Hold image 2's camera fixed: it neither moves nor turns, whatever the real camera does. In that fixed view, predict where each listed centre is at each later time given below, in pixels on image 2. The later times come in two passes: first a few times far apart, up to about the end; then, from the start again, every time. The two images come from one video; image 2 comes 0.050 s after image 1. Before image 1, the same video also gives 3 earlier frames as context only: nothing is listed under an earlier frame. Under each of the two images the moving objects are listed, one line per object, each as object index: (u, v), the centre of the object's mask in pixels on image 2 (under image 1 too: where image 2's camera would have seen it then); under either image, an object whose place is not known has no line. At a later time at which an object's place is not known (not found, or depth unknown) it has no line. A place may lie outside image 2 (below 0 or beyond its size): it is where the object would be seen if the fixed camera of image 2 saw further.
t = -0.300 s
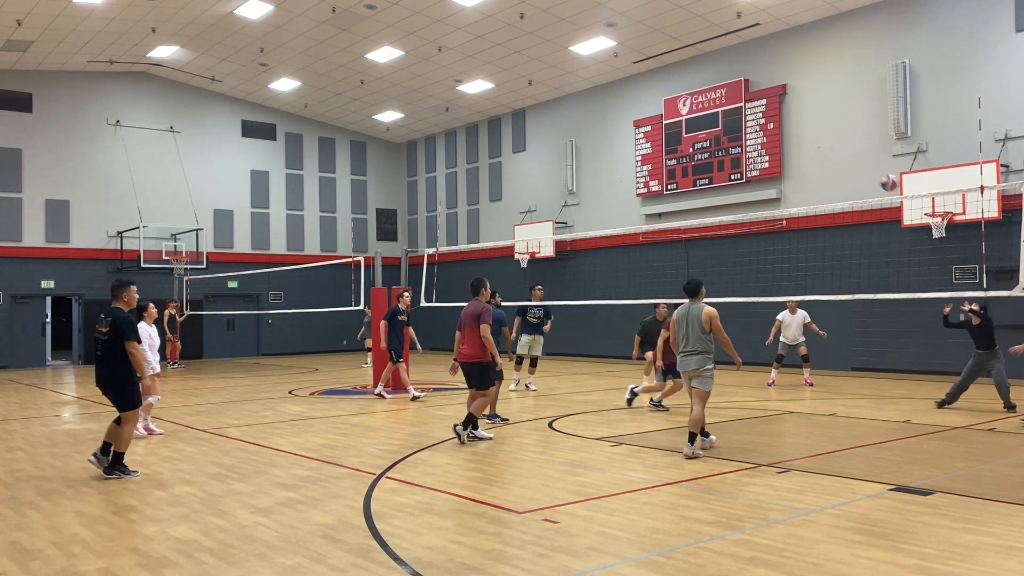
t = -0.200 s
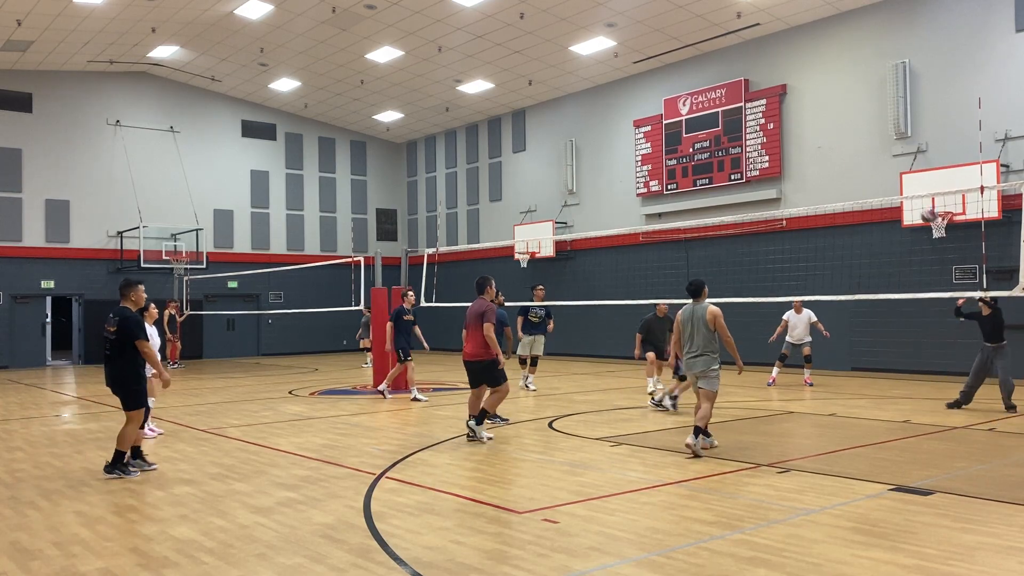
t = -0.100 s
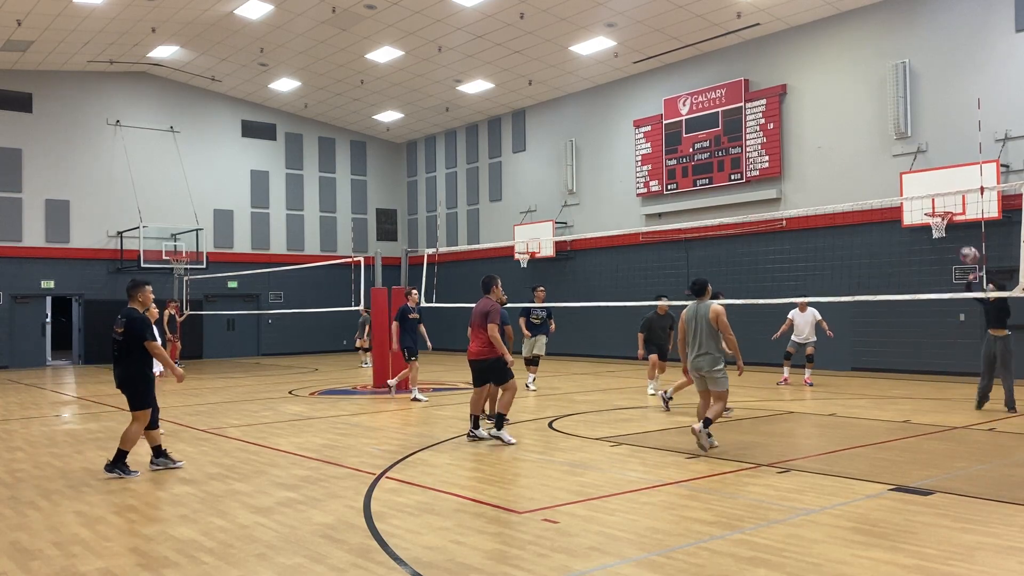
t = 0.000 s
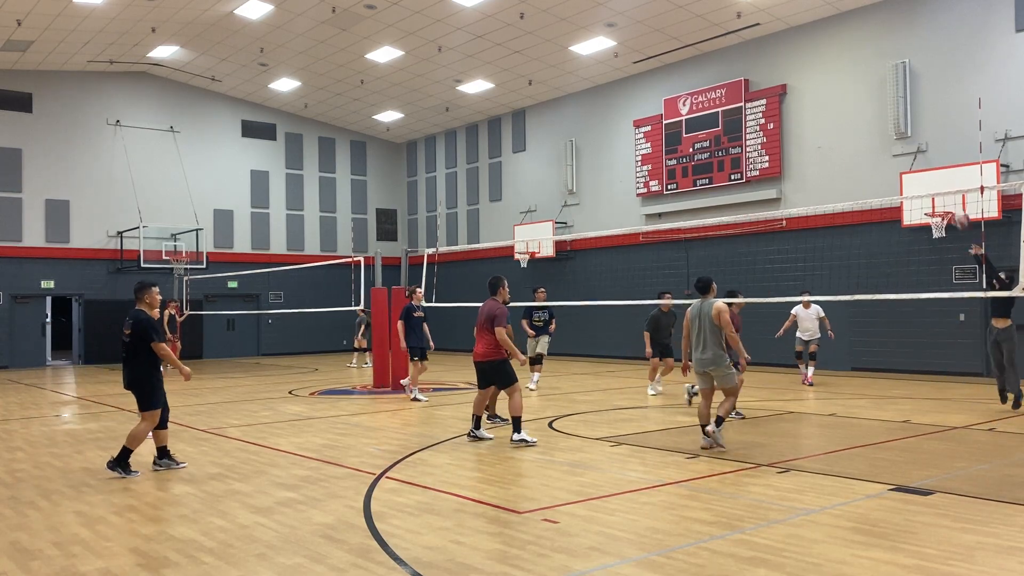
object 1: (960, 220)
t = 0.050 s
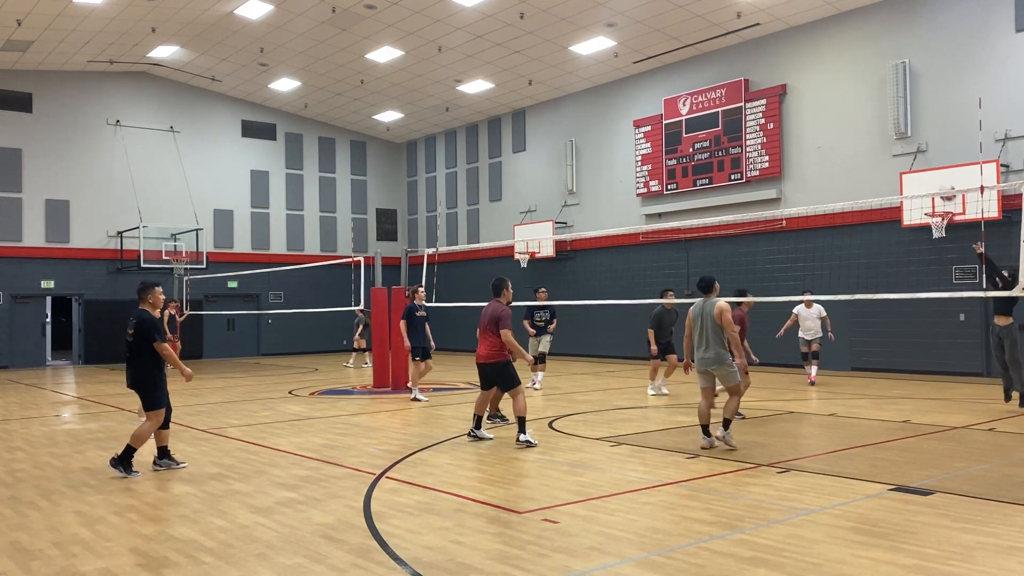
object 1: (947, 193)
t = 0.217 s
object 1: (908, 123)
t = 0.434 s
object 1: (858, 69)
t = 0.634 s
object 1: (816, 50)
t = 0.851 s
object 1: (773, 63)
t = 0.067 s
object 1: (943, 184)
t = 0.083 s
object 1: (939, 177)
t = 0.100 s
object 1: (935, 169)
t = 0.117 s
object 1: (932, 161)
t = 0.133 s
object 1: (927, 154)
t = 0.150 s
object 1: (923, 148)
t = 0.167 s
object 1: (920, 141)
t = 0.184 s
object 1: (915, 135)
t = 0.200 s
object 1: (911, 128)
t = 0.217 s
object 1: (908, 123)
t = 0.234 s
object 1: (903, 117)
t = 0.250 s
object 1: (898, 112)
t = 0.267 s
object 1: (895, 107)
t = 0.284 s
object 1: (891, 102)
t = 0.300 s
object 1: (887, 98)
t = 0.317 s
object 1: (883, 93)
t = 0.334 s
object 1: (880, 89)
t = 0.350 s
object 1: (876, 85)
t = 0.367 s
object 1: (872, 81)
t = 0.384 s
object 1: (869, 78)
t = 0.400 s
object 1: (865, 75)
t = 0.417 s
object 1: (861, 71)
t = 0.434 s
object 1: (858, 69)
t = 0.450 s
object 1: (854, 66)
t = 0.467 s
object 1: (851, 64)
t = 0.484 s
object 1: (847, 61)
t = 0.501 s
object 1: (844, 59)
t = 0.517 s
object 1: (840, 57)
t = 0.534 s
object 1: (837, 56)
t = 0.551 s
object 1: (833, 55)
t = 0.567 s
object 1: (830, 53)
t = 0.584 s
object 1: (827, 52)
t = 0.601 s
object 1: (823, 51)
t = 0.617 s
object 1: (819, 50)
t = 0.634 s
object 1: (816, 50)
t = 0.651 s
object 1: (812, 50)
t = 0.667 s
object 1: (809, 50)
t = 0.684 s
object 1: (806, 50)
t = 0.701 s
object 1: (803, 51)
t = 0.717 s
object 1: (799, 51)
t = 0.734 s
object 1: (796, 52)
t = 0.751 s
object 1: (793, 53)
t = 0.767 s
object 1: (789, 54)
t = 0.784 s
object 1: (786, 55)
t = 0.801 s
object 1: (783, 57)
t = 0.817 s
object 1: (780, 59)
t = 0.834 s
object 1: (776, 61)
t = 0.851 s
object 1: (773, 63)
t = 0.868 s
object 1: (770, 65)
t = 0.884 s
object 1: (767, 68)
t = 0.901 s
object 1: (764, 71)
